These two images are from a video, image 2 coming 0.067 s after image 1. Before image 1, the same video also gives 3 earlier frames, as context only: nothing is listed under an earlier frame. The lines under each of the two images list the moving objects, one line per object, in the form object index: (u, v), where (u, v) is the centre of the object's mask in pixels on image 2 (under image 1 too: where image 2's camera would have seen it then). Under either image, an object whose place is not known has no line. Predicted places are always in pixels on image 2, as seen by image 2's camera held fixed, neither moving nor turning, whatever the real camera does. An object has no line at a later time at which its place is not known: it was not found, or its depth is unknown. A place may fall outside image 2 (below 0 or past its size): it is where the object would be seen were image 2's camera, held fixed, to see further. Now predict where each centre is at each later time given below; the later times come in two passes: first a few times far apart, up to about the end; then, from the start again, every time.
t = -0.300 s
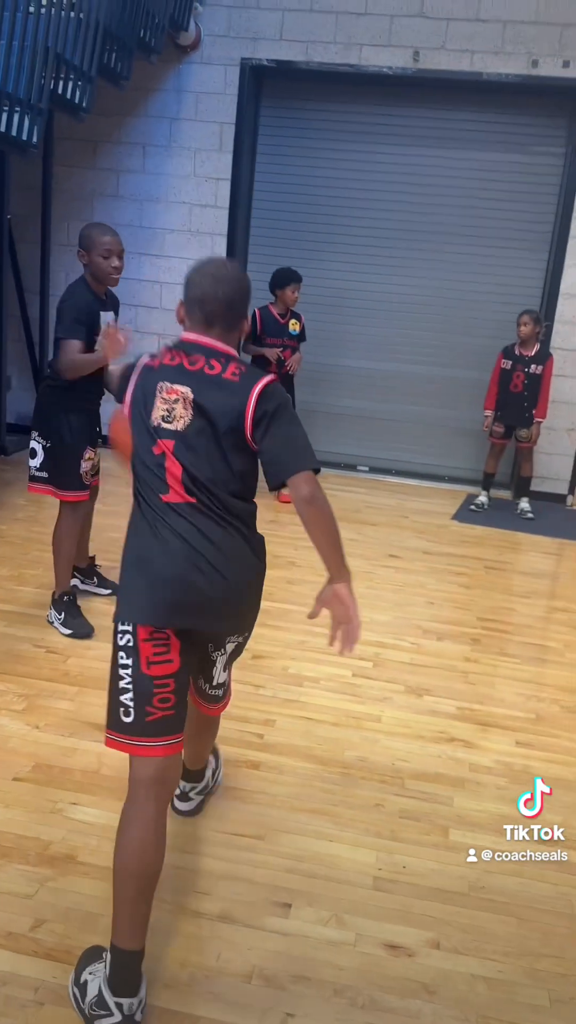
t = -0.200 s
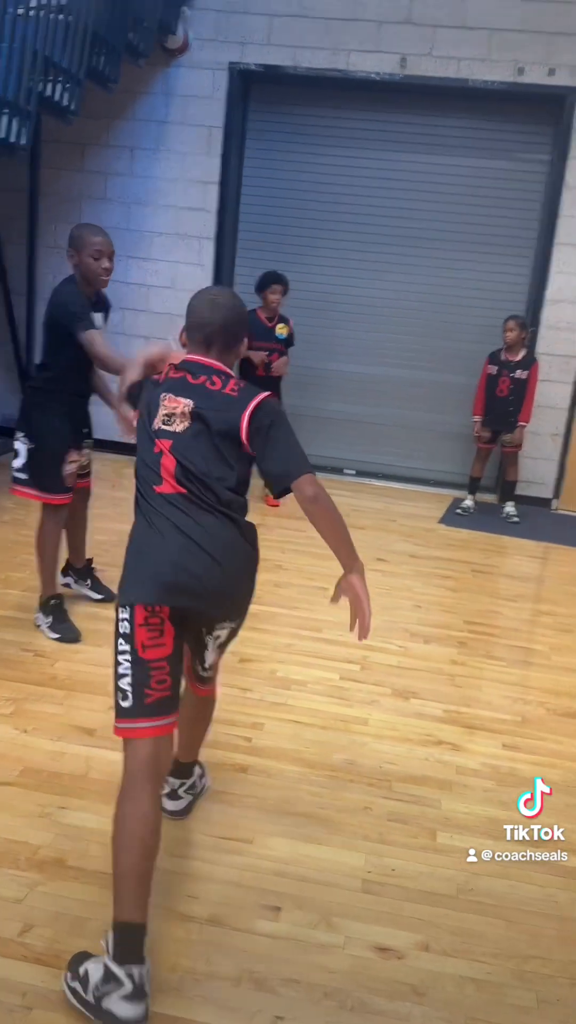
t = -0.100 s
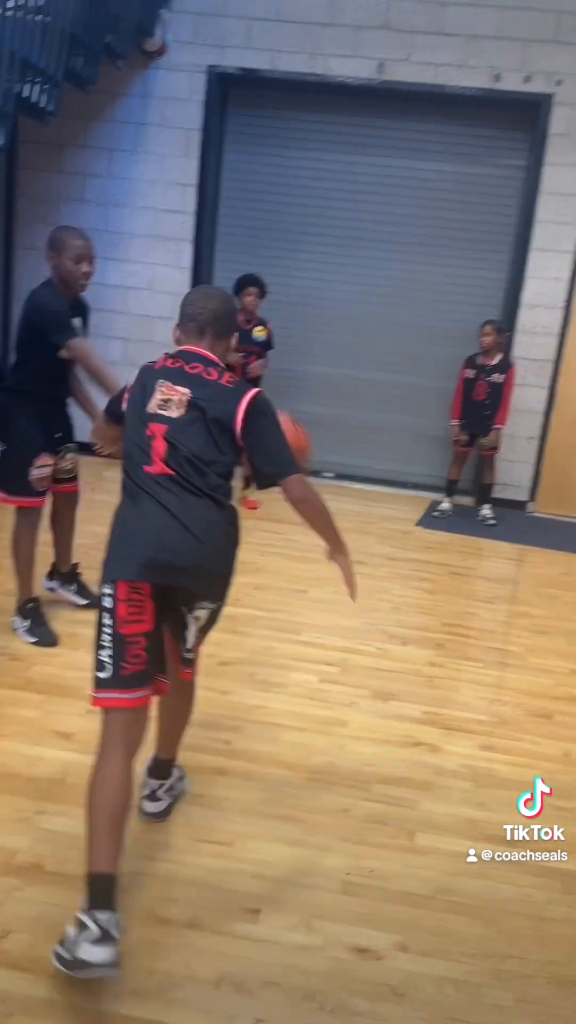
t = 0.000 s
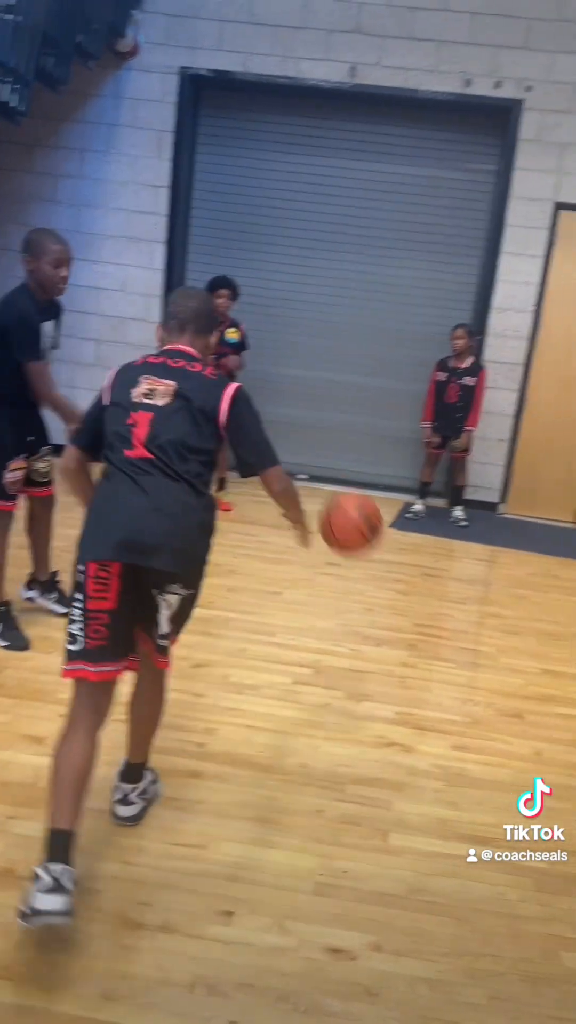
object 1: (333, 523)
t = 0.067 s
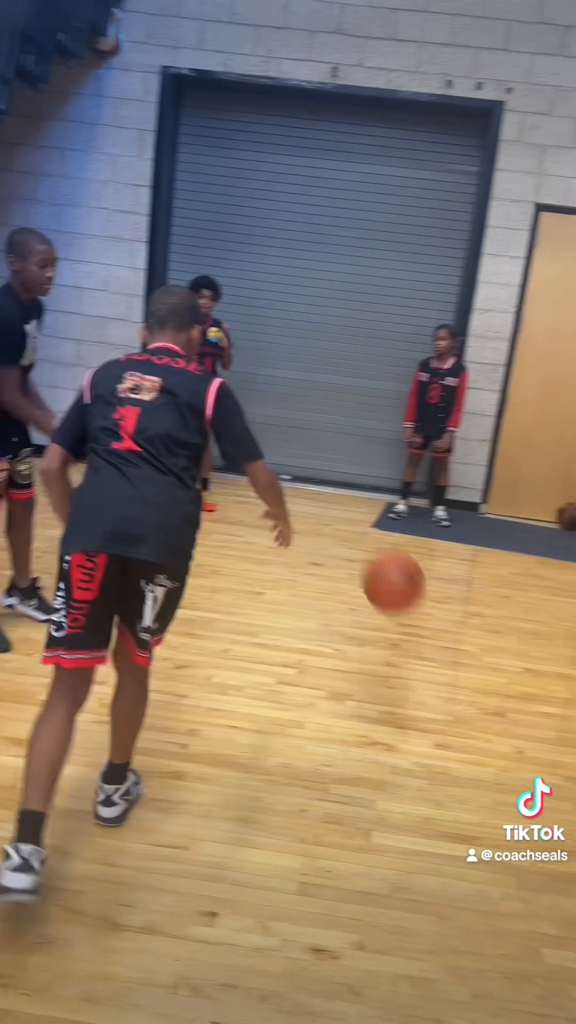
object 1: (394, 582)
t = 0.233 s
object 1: (503, 622)
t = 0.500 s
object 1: (608, 507)
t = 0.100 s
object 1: (421, 614)
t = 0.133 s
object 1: (448, 646)
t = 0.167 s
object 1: (471, 677)
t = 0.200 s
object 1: (487, 647)
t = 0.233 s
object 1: (503, 622)
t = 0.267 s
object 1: (519, 598)
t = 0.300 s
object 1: (534, 577)
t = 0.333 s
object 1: (548, 558)
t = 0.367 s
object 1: (562, 543)
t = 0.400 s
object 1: (575, 532)
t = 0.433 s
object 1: (588, 521)
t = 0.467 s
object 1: (597, 513)
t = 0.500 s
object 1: (608, 507)
